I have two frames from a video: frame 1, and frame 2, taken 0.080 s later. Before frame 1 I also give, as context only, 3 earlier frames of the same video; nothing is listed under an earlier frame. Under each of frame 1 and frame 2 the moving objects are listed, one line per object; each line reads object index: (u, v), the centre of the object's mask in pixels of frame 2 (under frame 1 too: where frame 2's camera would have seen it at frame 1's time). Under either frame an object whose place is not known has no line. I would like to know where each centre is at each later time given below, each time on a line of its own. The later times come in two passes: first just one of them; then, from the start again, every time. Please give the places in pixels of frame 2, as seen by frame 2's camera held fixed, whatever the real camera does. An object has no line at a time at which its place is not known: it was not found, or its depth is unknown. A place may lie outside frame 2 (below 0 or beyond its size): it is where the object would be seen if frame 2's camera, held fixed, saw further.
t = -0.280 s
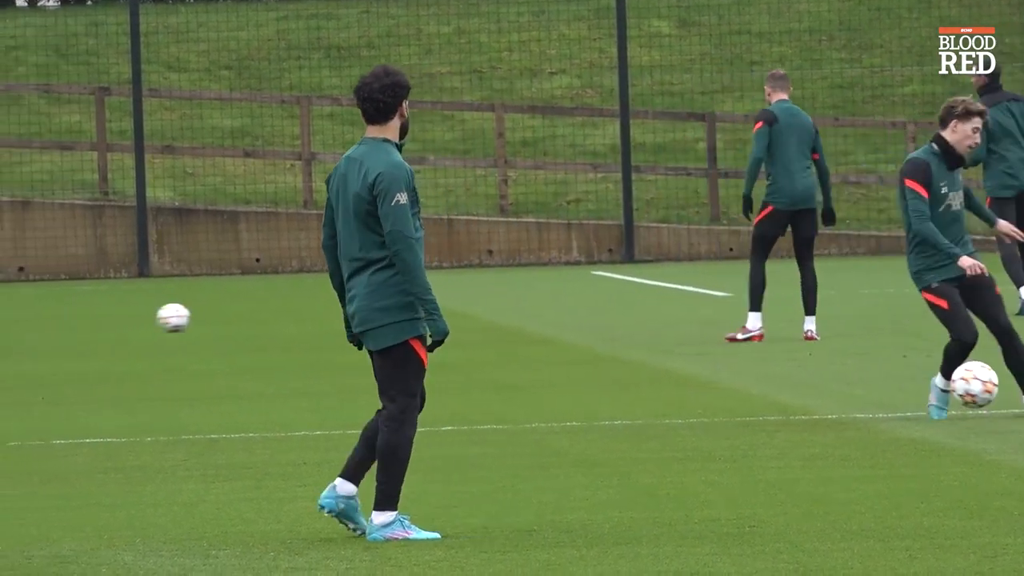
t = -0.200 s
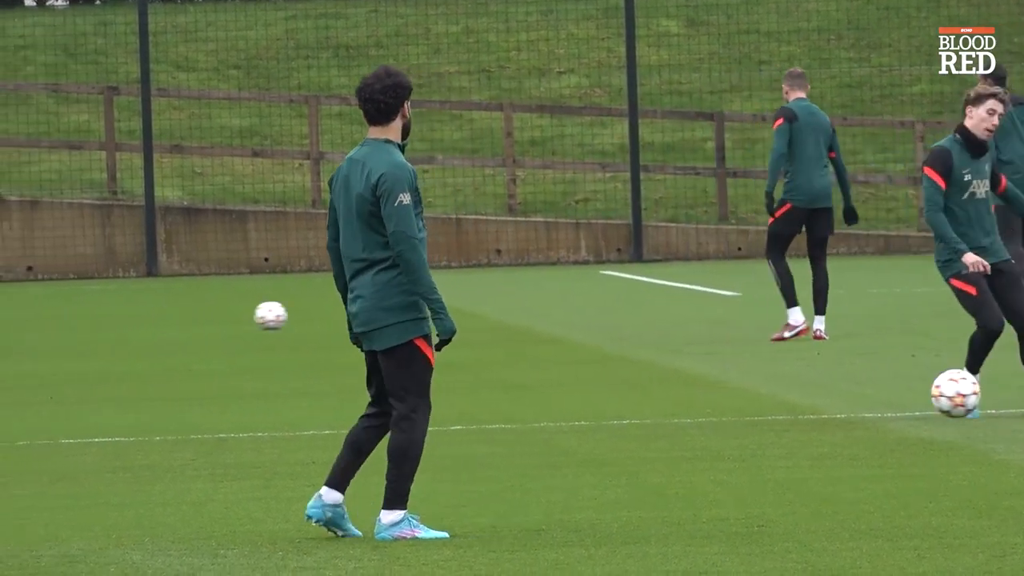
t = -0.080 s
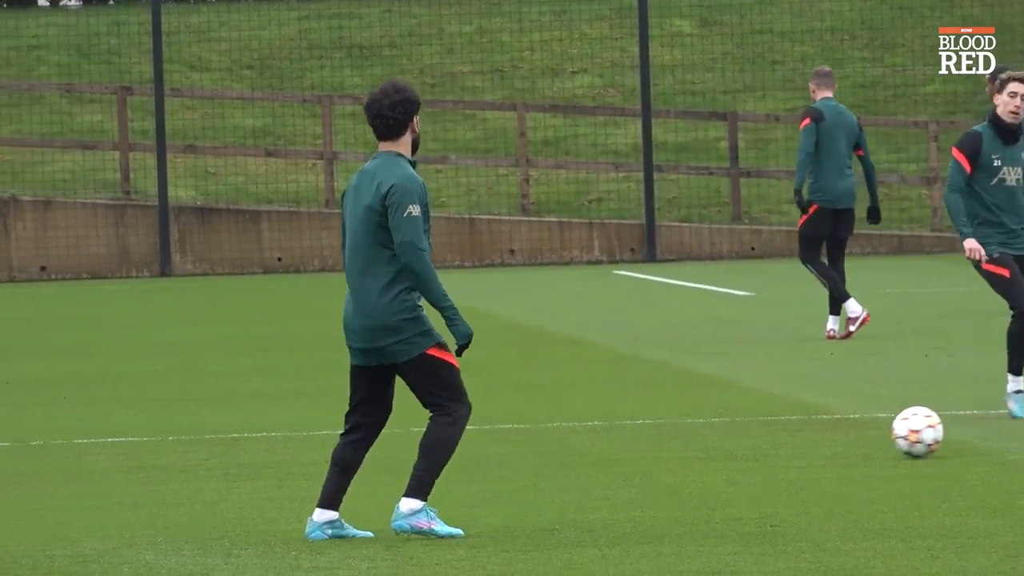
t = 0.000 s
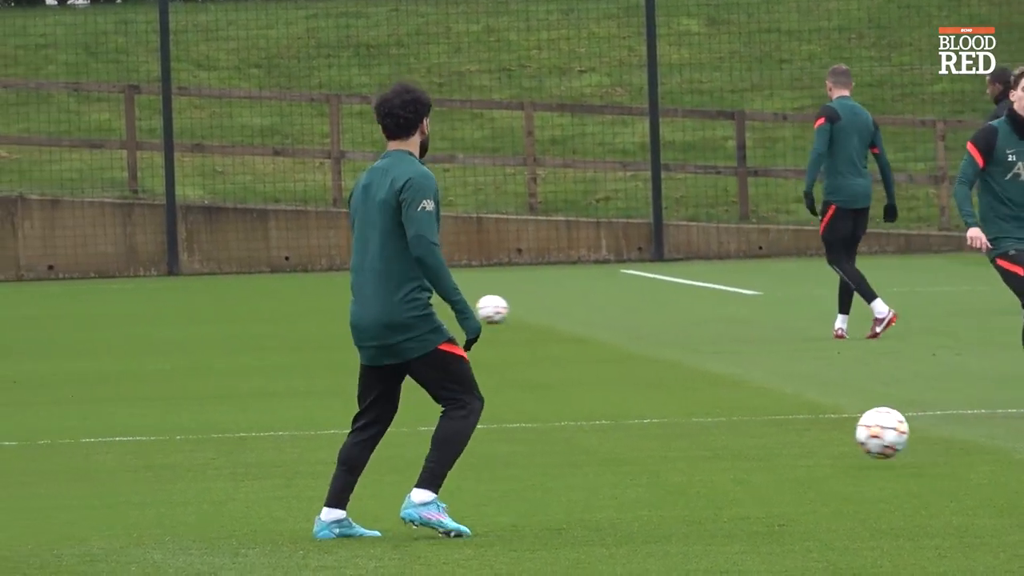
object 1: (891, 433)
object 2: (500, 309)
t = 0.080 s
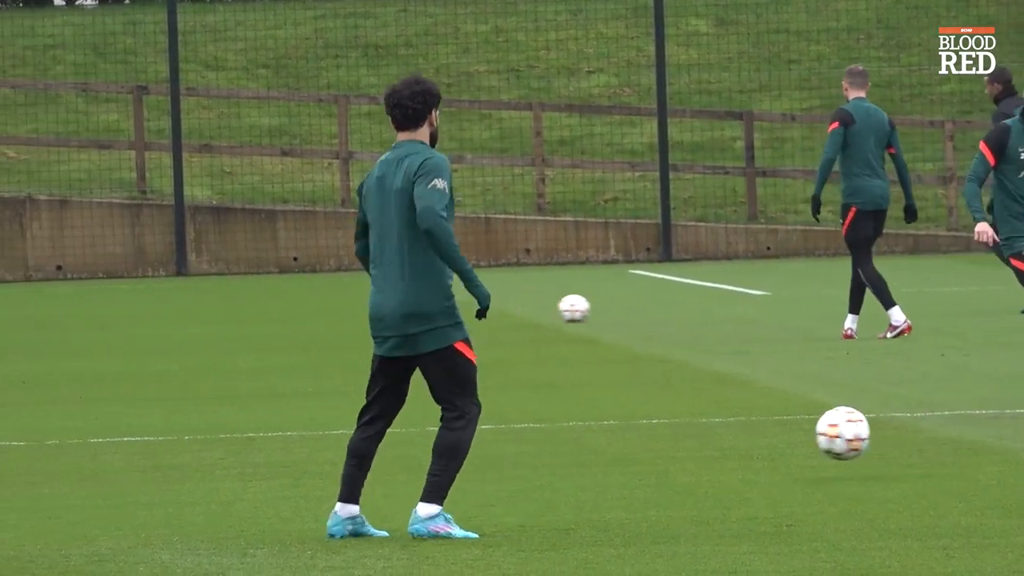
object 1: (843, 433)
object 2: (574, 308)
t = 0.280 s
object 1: (697, 479)
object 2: (738, 303)
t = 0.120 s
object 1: (816, 438)
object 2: (609, 308)
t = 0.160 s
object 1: (789, 448)
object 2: (642, 306)
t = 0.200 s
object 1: (760, 461)
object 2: (676, 305)
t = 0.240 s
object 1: (728, 478)
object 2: (707, 305)
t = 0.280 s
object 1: (697, 479)
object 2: (738, 303)
